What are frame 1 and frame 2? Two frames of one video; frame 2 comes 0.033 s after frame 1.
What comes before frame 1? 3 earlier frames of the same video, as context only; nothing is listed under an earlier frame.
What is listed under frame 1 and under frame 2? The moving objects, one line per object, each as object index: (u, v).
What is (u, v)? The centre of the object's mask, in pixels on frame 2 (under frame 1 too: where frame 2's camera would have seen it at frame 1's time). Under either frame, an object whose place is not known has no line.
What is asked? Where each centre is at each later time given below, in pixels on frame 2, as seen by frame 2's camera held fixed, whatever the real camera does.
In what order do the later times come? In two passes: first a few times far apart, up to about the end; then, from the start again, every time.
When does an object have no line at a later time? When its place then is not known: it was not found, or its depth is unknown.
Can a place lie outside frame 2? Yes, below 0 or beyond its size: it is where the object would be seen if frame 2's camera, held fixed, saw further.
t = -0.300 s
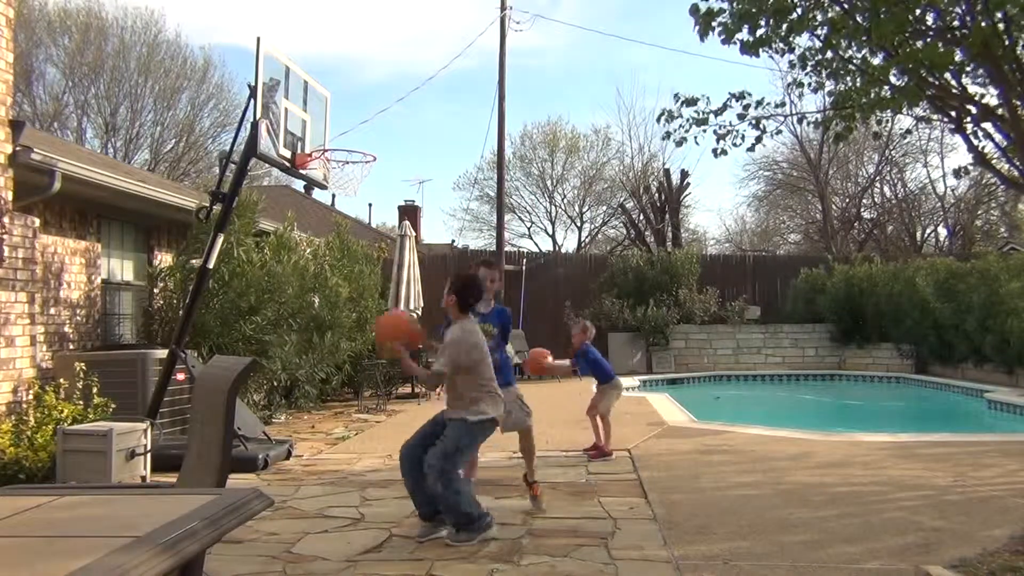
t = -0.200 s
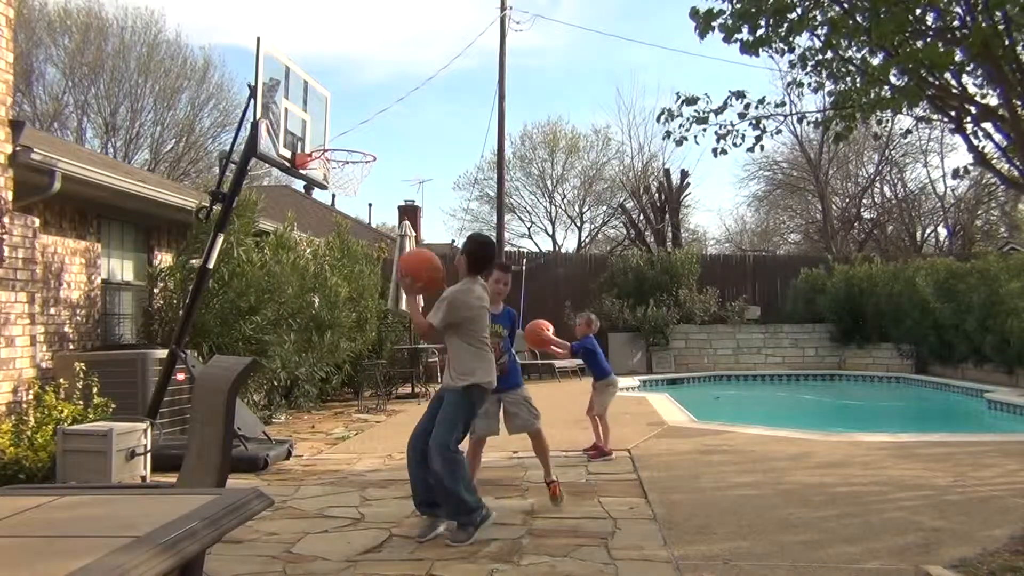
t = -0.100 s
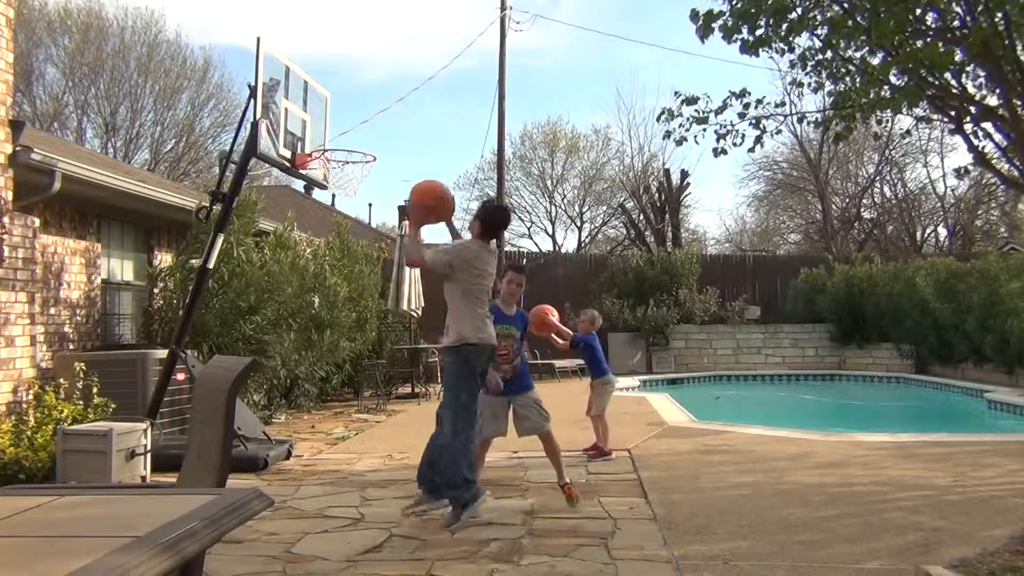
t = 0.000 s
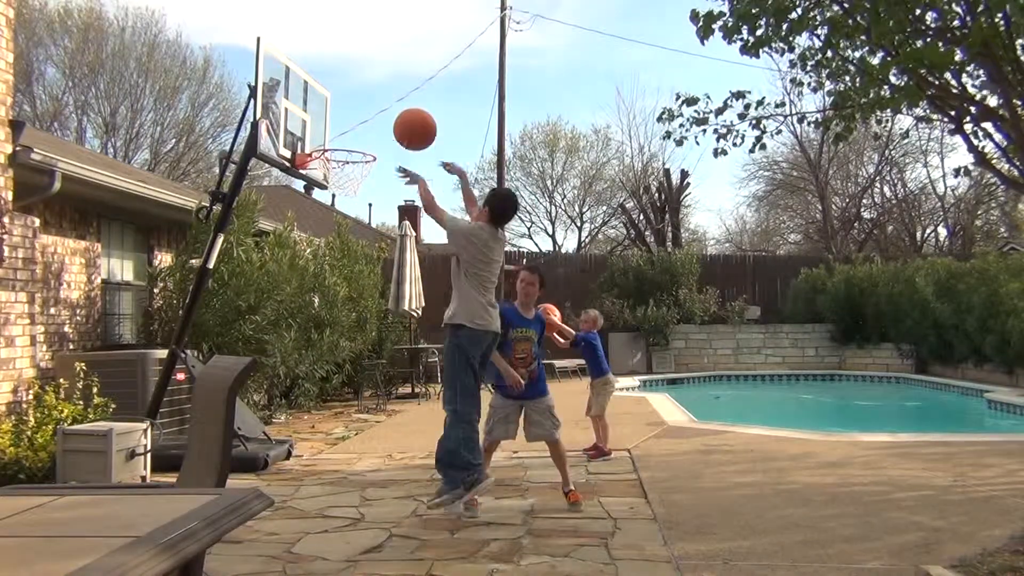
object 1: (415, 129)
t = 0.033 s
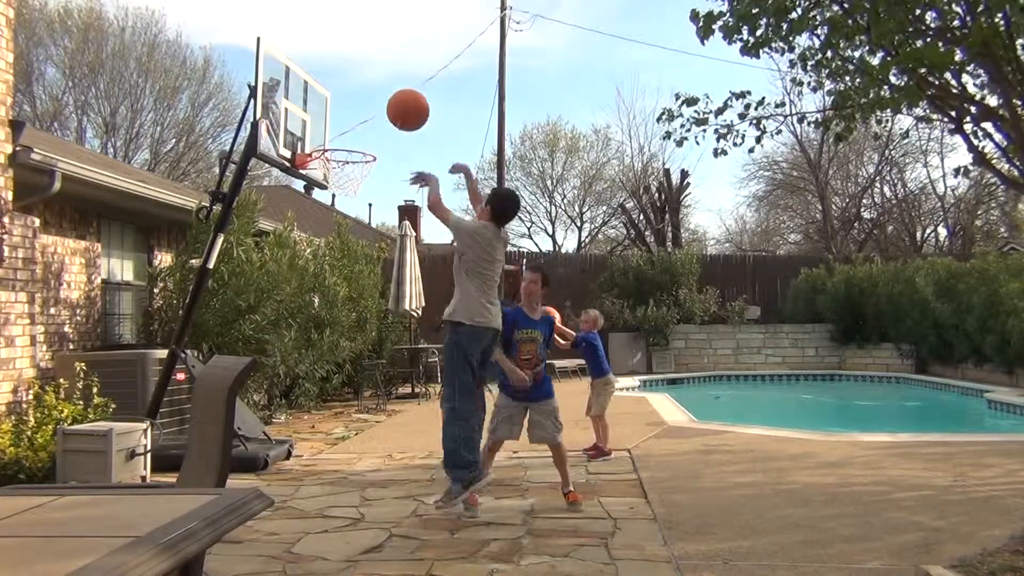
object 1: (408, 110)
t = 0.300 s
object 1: (361, 36)
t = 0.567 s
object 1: (326, 75)
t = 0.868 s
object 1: (315, 117)
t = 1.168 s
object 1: (336, 159)
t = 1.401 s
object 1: (353, 265)
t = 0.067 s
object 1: (401, 93)
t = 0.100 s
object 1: (395, 79)
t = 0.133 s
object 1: (388, 66)
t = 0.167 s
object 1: (382, 56)
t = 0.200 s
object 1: (377, 48)
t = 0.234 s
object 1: (371, 42)
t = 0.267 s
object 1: (366, 38)
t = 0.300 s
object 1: (361, 36)
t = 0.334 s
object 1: (356, 35)
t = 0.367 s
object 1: (351, 36)
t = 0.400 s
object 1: (347, 39)
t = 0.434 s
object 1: (342, 43)
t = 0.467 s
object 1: (338, 49)
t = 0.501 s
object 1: (334, 56)
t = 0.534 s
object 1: (330, 65)
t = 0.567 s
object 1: (326, 75)
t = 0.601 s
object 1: (323, 85)
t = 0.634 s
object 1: (319, 98)
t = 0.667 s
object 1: (314, 112)
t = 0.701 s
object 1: (310, 126)
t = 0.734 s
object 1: (307, 137)
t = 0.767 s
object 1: (307, 129)
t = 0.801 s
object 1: (309, 124)
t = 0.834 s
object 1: (312, 120)
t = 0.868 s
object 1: (315, 117)
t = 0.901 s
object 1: (317, 116)
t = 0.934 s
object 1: (320, 117)
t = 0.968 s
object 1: (323, 118)
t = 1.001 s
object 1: (325, 121)
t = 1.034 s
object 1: (327, 126)
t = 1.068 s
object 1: (329, 132)
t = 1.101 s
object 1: (332, 139)
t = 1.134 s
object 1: (334, 148)
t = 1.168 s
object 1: (336, 159)
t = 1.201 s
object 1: (339, 170)
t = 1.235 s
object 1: (342, 183)
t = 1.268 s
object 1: (344, 197)
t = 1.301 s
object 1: (347, 213)
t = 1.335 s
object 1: (350, 229)
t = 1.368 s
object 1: (351, 246)
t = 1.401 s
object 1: (353, 265)
